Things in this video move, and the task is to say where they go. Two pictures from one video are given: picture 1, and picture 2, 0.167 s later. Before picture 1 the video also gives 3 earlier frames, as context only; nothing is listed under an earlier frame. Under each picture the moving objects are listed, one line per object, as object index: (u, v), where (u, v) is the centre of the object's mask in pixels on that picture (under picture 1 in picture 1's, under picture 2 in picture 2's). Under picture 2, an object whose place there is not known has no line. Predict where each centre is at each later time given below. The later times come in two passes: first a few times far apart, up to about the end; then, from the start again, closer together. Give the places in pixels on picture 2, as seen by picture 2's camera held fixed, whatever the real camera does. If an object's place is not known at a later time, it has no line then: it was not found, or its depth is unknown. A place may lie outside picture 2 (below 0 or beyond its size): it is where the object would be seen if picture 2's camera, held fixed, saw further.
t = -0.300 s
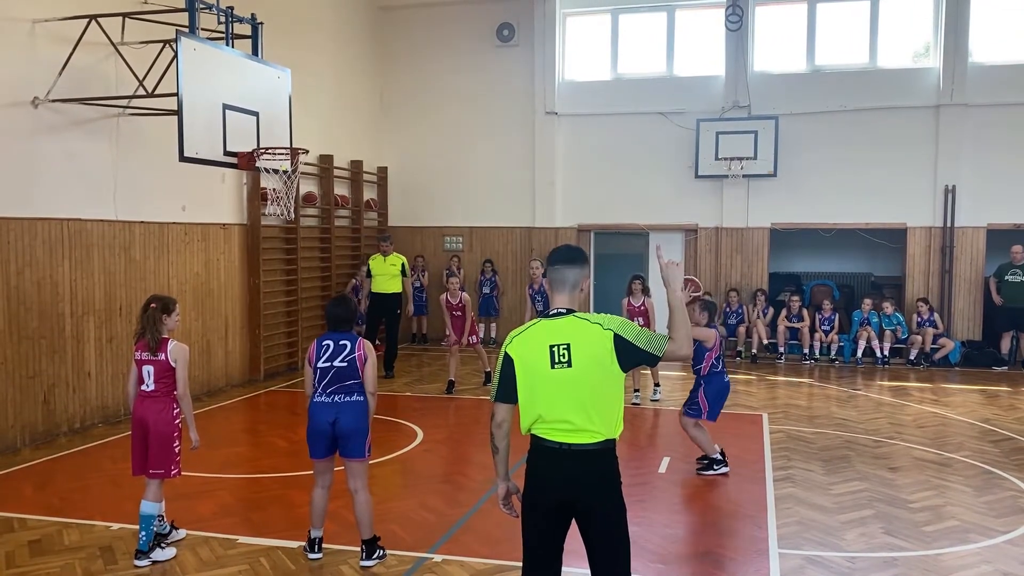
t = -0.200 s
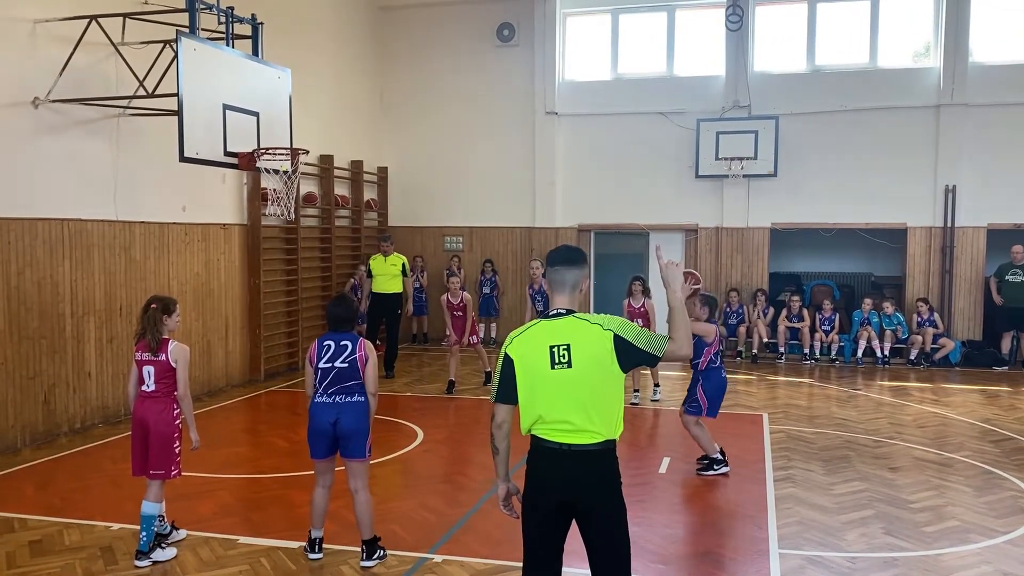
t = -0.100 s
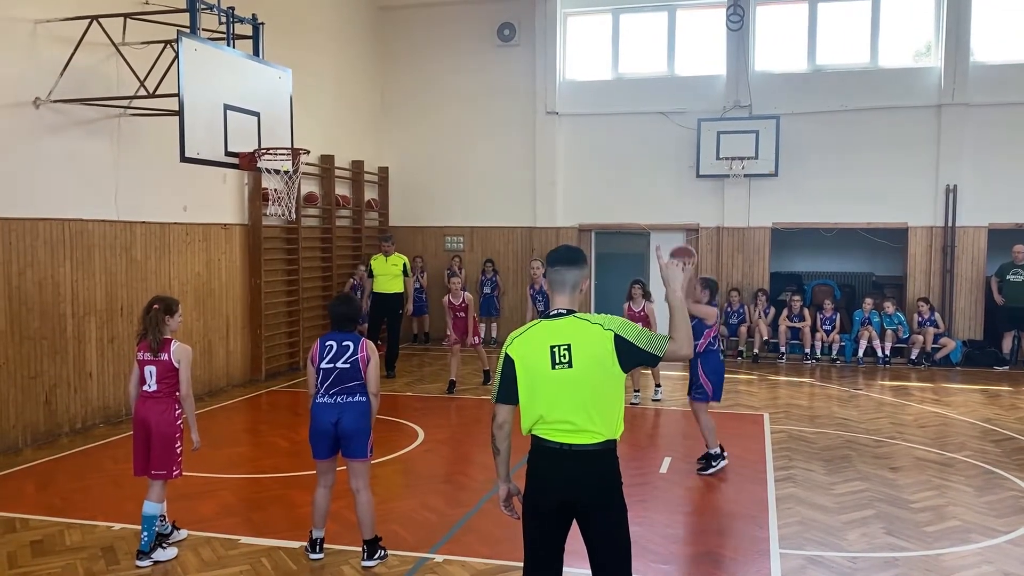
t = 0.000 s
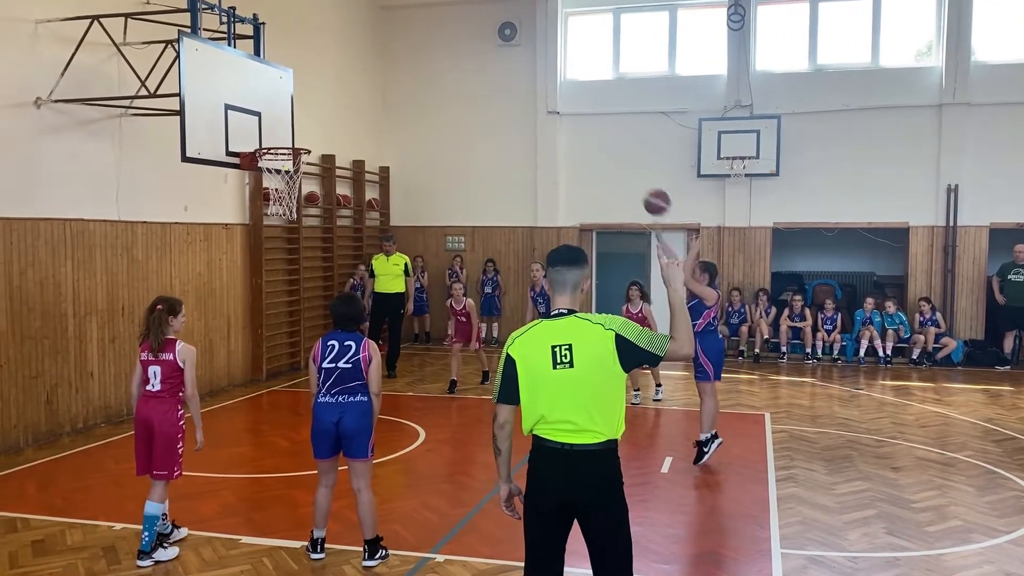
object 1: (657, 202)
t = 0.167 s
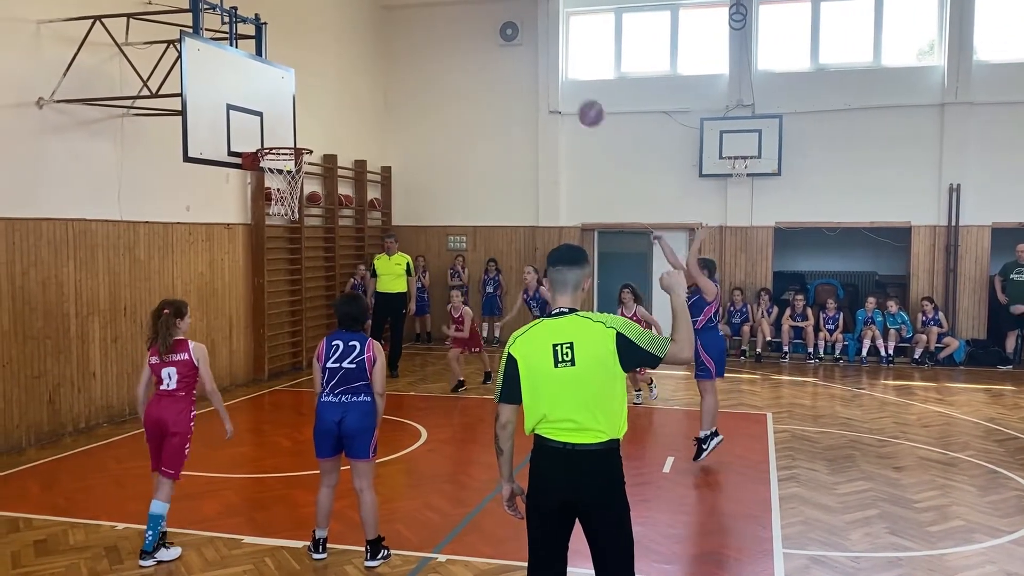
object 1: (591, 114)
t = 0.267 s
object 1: (551, 78)
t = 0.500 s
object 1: (461, 43)
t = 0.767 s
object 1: (366, 82)
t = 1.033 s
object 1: (340, 144)
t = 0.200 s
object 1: (578, 100)
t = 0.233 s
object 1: (564, 88)
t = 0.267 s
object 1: (551, 78)
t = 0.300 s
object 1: (538, 69)
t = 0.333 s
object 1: (525, 61)
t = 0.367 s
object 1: (513, 54)
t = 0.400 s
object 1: (499, 49)
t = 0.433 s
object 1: (486, 46)
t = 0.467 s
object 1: (474, 44)
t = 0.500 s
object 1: (461, 43)
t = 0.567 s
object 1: (436, 45)
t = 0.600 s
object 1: (425, 48)
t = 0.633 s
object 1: (412, 52)
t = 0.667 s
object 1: (401, 58)
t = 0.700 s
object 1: (389, 65)
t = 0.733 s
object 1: (377, 72)
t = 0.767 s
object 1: (366, 82)
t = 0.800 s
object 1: (354, 92)
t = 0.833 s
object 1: (343, 104)
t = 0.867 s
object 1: (332, 117)
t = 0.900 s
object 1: (321, 130)
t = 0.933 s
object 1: (312, 144)
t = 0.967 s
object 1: (321, 143)
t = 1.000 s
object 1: (331, 143)
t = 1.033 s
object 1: (340, 144)
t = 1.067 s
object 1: (349, 147)
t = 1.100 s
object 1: (359, 151)
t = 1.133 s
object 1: (370, 157)
